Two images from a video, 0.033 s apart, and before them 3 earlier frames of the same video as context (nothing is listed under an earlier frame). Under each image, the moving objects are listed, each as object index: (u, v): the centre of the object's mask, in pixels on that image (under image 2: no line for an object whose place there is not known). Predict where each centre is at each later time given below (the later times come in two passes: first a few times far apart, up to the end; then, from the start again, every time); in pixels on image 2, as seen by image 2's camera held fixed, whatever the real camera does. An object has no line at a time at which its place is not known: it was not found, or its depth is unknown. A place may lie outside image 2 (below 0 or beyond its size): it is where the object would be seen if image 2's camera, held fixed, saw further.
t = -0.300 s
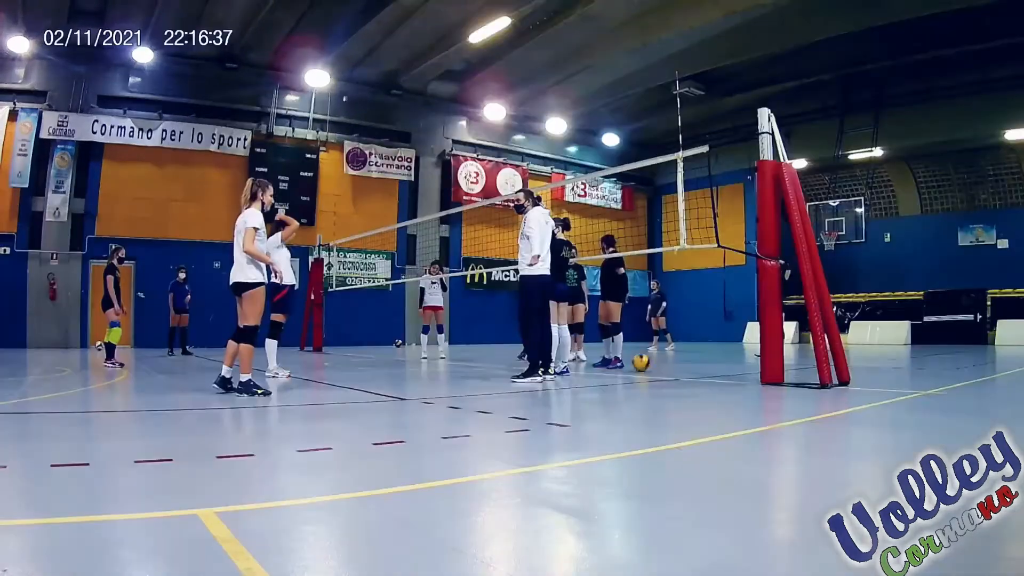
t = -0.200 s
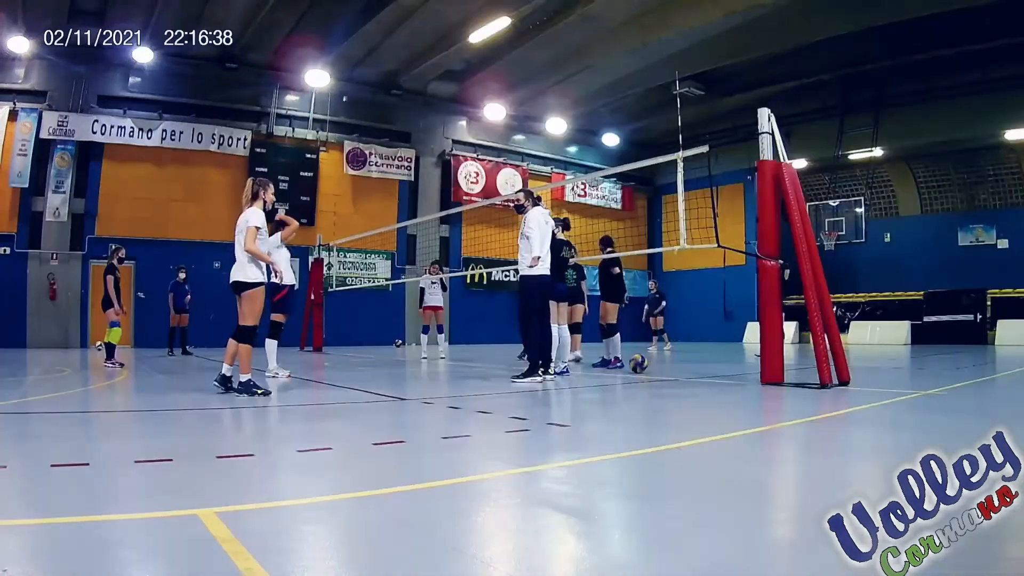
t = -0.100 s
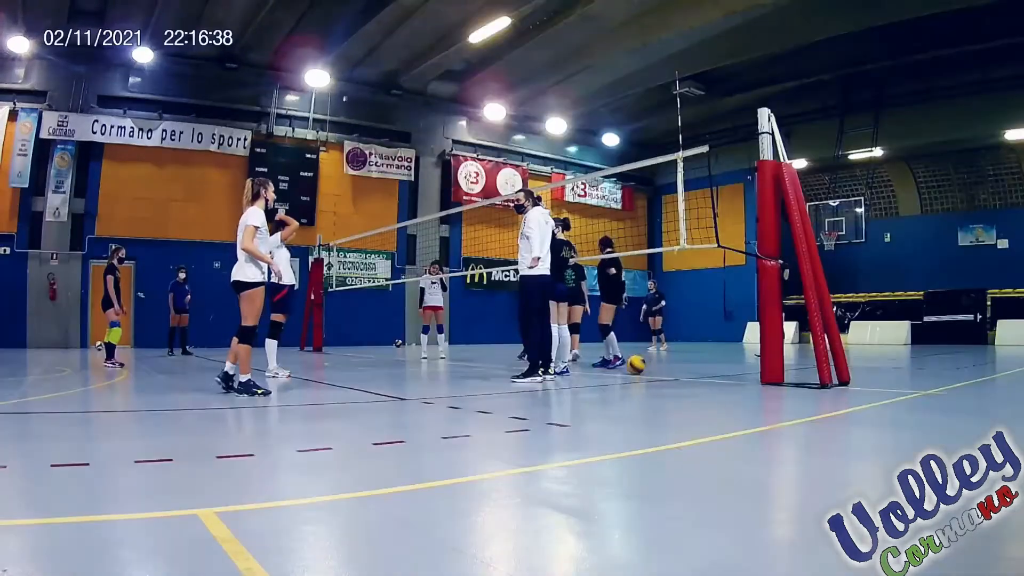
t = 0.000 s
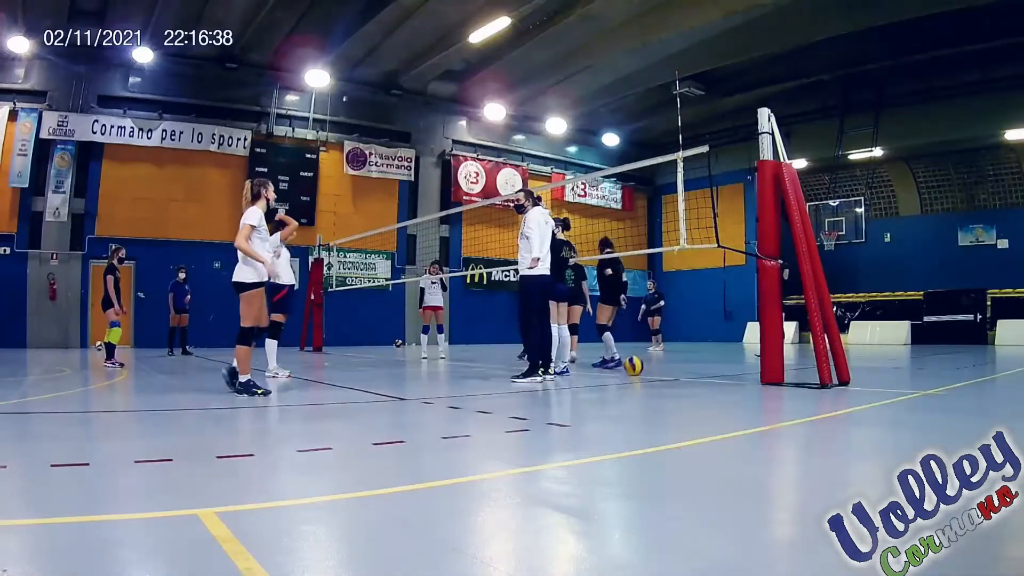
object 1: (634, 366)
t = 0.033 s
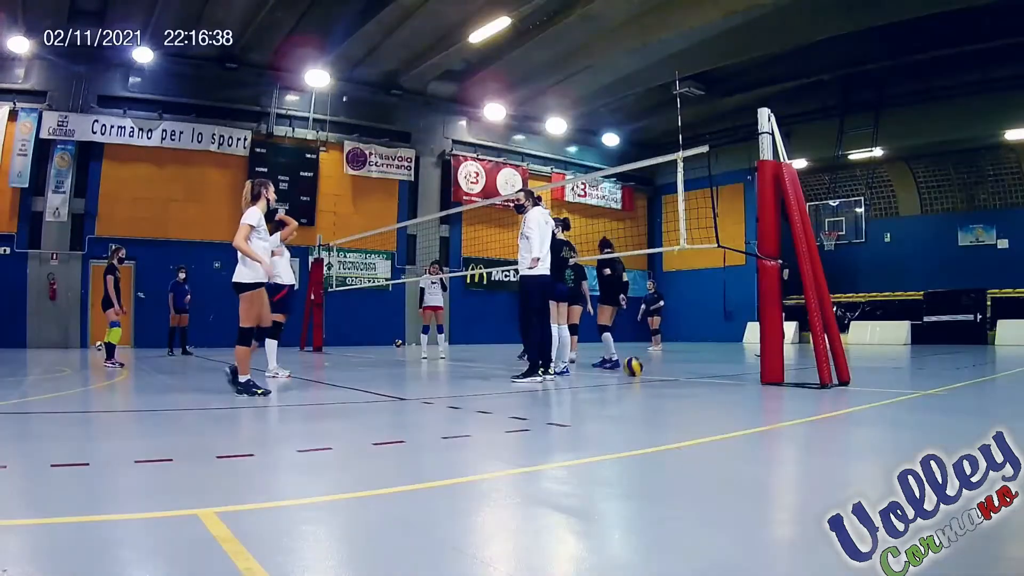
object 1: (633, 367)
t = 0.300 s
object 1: (626, 370)
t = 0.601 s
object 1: (618, 374)
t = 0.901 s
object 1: (609, 380)
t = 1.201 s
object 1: (598, 387)
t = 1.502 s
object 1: (585, 397)
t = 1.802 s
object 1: (569, 409)
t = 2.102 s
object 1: (550, 423)
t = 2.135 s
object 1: (548, 425)
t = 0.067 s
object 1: (633, 367)
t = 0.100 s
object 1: (631, 367)
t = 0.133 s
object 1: (630, 367)
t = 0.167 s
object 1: (630, 368)
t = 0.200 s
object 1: (629, 368)
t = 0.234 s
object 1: (628, 368)
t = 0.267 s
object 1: (627, 369)
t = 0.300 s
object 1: (626, 370)
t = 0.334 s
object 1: (626, 370)
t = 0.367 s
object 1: (625, 371)
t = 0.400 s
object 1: (623, 371)
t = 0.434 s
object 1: (623, 372)
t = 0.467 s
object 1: (622, 372)
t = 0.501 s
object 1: (621, 373)
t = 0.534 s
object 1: (620, 373)
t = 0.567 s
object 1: (619, 374)
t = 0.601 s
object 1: (618, 374)
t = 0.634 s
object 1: (618, 374)
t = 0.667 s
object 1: (617, 374)
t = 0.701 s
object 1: (616, 375)
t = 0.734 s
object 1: (614, 376)
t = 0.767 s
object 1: (613, 377)
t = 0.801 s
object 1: (612, 378)
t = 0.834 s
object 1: (611, 378)
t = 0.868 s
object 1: (609, 380)
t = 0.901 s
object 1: (609, 380)
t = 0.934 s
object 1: (607, 381)
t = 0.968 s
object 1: (607, 382)
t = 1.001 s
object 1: (606, 382)
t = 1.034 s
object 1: (605, 383)
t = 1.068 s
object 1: (604, 384)
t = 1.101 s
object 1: (602, 384)
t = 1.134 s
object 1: (601, 385)
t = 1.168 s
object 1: (599, 387)
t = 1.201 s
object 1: (598, 387)
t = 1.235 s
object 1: (597, 388)
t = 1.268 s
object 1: (596, 389)
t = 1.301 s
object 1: (594, 390)
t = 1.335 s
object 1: (593, 391)
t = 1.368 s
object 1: (592, 391)
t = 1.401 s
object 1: (590, 392)
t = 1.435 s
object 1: (589, 393)
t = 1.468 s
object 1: (586, 396)
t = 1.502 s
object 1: (585, 397)
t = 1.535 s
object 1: (584, 398)
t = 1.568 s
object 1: (582, 399)
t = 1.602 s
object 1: (581, 400)
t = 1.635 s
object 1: (579, 401)
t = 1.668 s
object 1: (578, 402)
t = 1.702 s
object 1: (576, 403)
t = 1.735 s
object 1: (574, 404)
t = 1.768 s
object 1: (573, 406)
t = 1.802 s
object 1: (569, 409)
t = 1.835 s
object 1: (568, 410)
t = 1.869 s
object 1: (566, 411)
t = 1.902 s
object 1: (564, 412)
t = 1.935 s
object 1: (562, 413)
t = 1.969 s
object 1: (560, 415)
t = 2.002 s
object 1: (559, 417)
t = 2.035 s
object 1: (557, 418)
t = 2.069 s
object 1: (554, 420)
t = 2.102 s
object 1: (550, 423)
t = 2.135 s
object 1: (548, 425)
